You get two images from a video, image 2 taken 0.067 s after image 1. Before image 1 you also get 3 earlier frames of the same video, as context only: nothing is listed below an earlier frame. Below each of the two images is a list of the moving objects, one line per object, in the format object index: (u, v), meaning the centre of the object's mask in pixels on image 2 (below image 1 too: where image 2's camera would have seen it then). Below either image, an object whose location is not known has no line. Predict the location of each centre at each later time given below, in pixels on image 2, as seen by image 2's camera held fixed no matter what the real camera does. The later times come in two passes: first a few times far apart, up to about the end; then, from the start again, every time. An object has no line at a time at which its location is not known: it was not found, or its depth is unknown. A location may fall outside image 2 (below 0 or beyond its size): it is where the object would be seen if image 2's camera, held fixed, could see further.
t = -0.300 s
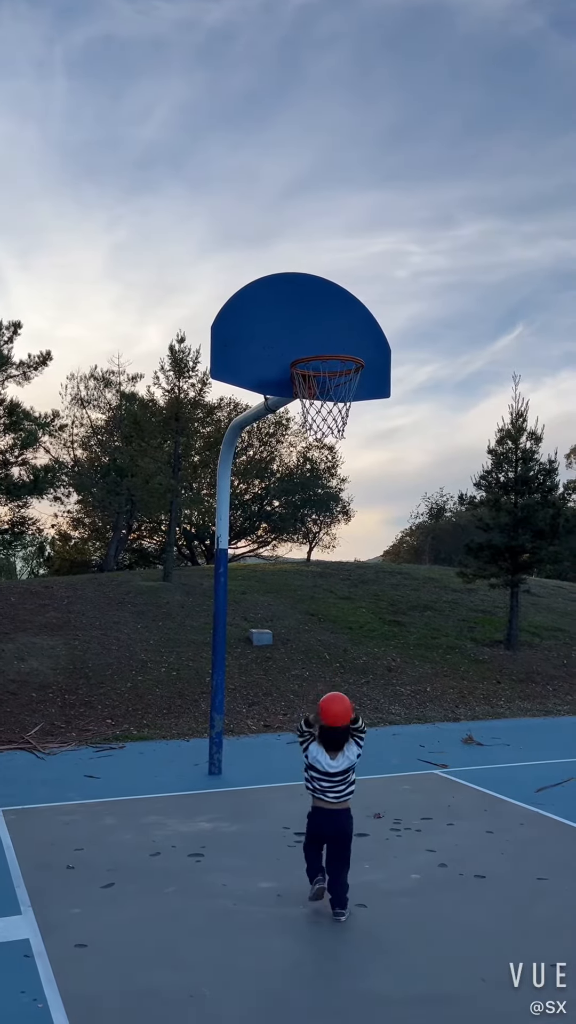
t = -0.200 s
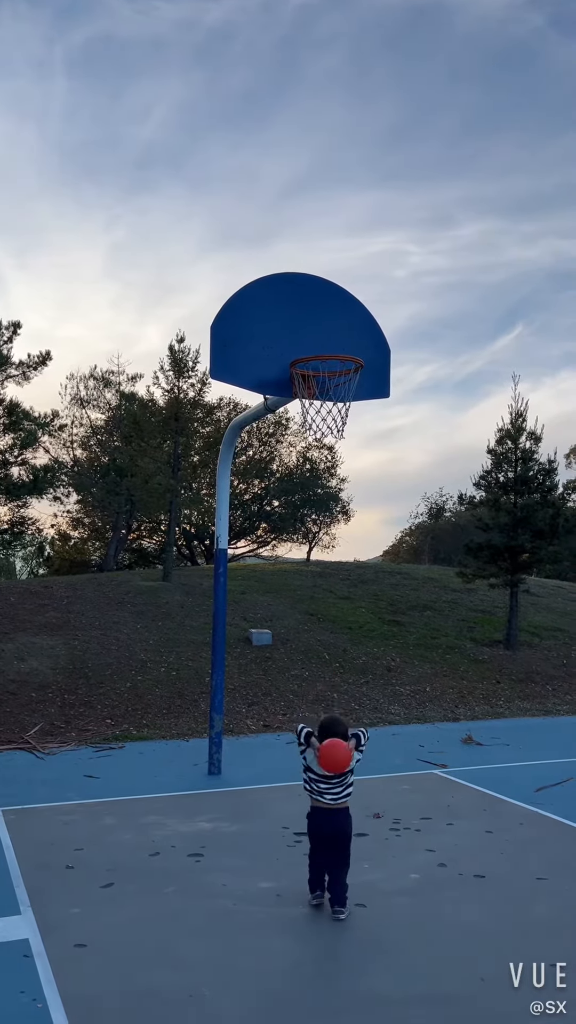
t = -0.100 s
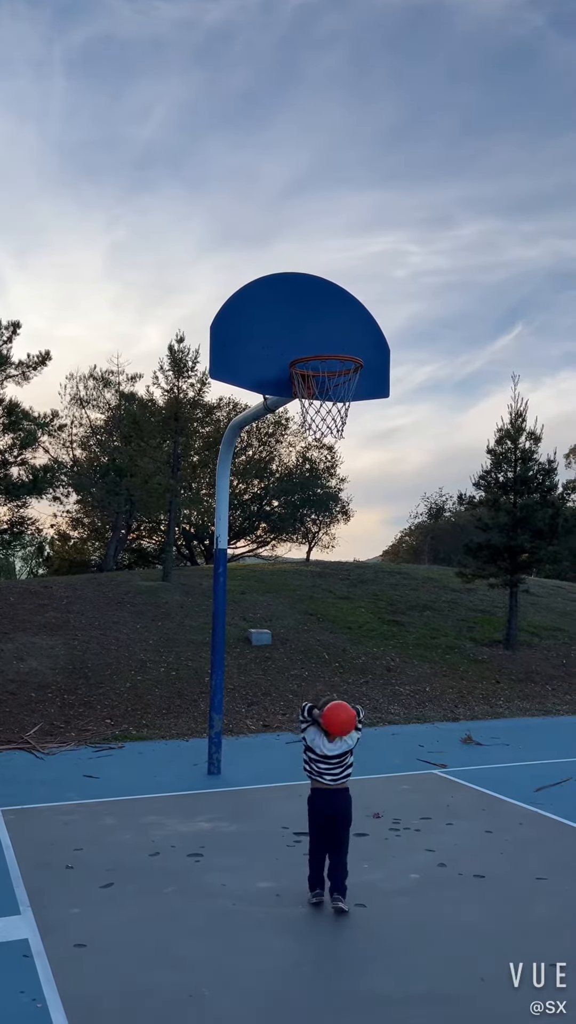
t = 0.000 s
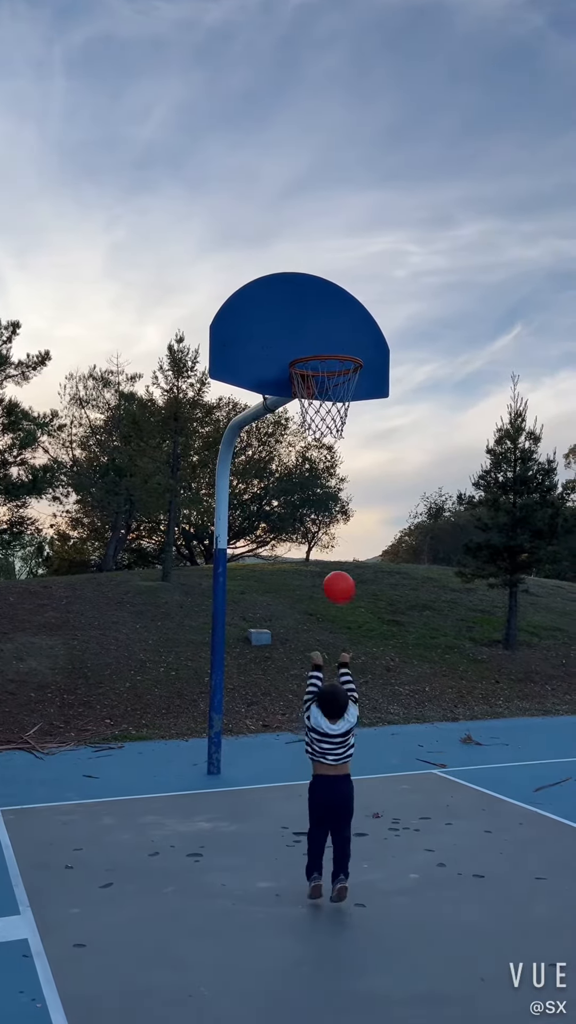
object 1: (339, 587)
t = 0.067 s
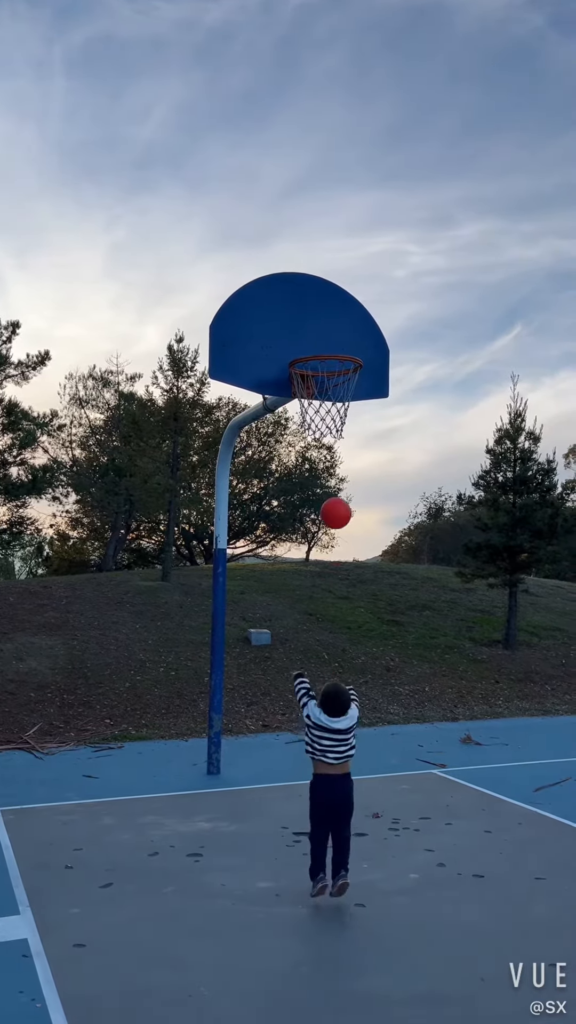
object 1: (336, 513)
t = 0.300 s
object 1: (326, 354)
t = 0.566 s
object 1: (318, 306)
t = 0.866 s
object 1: (315, 369)
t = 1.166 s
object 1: (354, 417)
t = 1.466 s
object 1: (320, 513)
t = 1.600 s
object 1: (307, 595)
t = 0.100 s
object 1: (334, 482)
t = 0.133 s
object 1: (333, 454)
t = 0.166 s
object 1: (332, 429)
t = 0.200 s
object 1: (330, 407)
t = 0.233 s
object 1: (329, 387)
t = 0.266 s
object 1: (328, 369)
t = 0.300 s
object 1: (326, 354)
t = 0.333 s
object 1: (325, 341)
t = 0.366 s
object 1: (324, 330)
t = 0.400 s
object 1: (323, 322)
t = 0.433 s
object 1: (322, 315)
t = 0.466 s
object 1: (321, 310)
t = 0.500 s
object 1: (320, 307)
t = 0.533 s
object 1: (319, 306)
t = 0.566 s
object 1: (318, 306)
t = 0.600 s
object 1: (317, 308)
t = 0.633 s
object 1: (316, 312)
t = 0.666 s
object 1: (315, 317)
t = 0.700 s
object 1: (313, 324)
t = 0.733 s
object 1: (312, 332)
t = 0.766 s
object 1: (310, 342)
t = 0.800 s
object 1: (309, 349)
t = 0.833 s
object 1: (307, 366)
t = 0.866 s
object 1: (315, 369)
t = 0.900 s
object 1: (323, 377)
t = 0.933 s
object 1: (333, 384)
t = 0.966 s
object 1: (343, 393)
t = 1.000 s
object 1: (350, 400)
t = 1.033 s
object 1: (355, 405)
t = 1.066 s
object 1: (357, 407)
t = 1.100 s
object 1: (357, 410)
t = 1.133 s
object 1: (356, 413)
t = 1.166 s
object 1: (354, 417)
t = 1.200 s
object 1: (351, 422)
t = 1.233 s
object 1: (347, 428)
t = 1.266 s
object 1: (343, 435)
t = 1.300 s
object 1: (339, 444)
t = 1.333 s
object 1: (335, 455)
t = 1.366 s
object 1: (331, 468)
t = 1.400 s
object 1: (328, 481)
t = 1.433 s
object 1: (324, 497)
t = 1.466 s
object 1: (320, 513)
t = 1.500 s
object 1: (317, 531)
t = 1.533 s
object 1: (313, 551)
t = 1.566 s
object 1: (310, 572)
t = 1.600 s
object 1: (307, 595)
